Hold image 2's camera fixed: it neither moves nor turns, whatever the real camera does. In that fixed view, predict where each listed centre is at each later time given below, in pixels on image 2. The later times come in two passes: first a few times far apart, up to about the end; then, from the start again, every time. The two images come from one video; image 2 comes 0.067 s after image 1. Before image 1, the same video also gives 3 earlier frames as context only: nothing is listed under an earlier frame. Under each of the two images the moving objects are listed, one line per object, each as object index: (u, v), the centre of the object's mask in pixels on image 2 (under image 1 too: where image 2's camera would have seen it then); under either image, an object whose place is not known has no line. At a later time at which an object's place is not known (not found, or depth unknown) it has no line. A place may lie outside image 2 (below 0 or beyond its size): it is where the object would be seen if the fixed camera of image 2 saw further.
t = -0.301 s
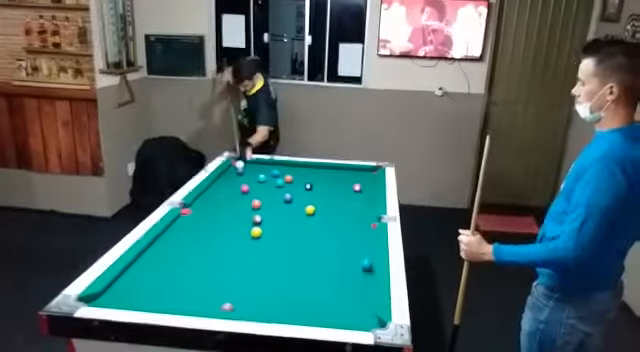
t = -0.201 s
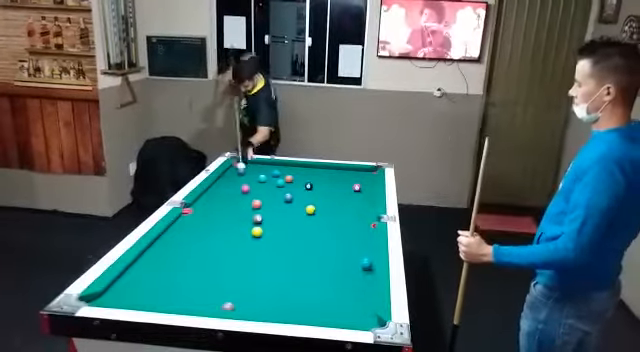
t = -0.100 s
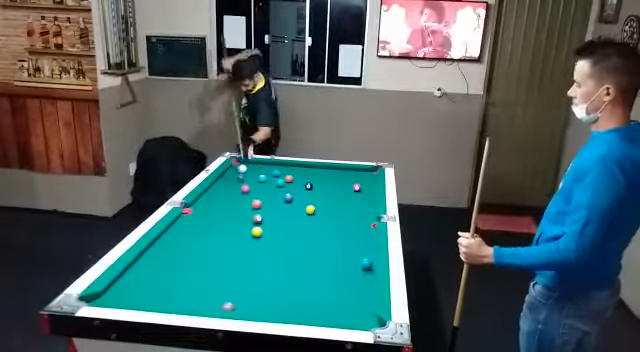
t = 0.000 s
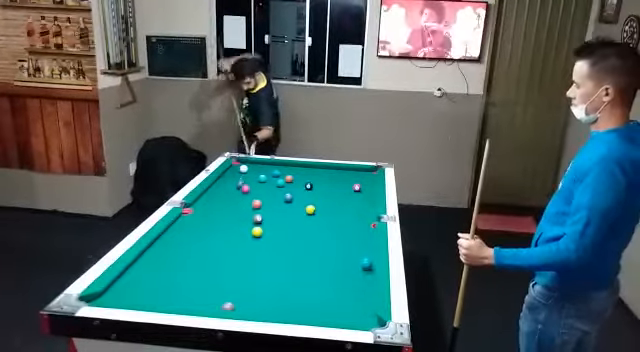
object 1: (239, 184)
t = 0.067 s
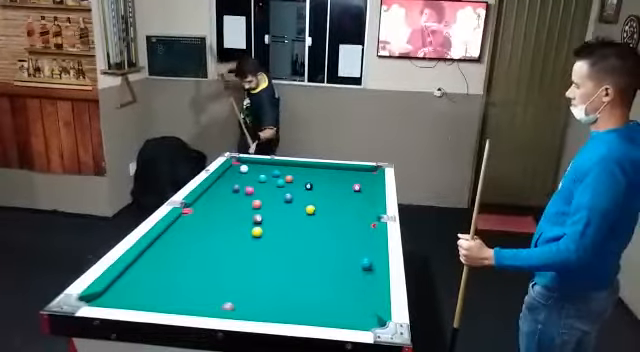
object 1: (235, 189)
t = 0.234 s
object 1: (223, 196)
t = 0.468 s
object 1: (199, 210)
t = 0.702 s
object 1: (186, 219)
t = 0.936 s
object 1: (182, 229)
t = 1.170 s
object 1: (179, 241)
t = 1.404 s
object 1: (176, 252)
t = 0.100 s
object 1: (233, 191)
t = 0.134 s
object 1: (231, 193)
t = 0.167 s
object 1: (228, 194)
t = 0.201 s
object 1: (225, 195)
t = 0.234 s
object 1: (223, 196)
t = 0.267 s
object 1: (220, 198)
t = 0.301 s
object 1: (216, 200)
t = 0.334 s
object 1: (213, 202)
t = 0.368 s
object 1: (209, 206)
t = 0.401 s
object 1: (207, 209)
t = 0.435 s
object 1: (203, 209)
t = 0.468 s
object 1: (199, 210)
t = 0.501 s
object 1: (197, 212)
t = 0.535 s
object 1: (197, 212)
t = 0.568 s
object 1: (195, 213)
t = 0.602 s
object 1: (189, 214)
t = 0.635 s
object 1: (188, 216)
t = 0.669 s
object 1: (186, 216)
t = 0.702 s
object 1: (186, 219)
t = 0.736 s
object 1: (185, 220)
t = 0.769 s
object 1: (184, 222)
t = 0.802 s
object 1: (183, 223)
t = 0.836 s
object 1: (183, 224)
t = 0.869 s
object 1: (183, 226)
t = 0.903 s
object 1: (182, 227)
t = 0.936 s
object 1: (182, 229)
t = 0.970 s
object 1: (182, 230)
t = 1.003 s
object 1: (182, 232)
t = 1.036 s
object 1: (182, 234)
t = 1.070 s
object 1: (181, 236)
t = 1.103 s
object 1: (180, 237)
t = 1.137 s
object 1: (180, 239)
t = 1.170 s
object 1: (179, 241)
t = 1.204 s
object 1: (179, 242)
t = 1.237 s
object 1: (179, 244)
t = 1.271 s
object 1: (178, 245)
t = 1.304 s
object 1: (178, 247)
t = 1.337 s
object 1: (178, 249)
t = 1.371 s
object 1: (177, 251)
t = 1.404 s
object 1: (176, 252)
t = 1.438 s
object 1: (176, 254)
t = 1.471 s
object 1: (176, 256)
